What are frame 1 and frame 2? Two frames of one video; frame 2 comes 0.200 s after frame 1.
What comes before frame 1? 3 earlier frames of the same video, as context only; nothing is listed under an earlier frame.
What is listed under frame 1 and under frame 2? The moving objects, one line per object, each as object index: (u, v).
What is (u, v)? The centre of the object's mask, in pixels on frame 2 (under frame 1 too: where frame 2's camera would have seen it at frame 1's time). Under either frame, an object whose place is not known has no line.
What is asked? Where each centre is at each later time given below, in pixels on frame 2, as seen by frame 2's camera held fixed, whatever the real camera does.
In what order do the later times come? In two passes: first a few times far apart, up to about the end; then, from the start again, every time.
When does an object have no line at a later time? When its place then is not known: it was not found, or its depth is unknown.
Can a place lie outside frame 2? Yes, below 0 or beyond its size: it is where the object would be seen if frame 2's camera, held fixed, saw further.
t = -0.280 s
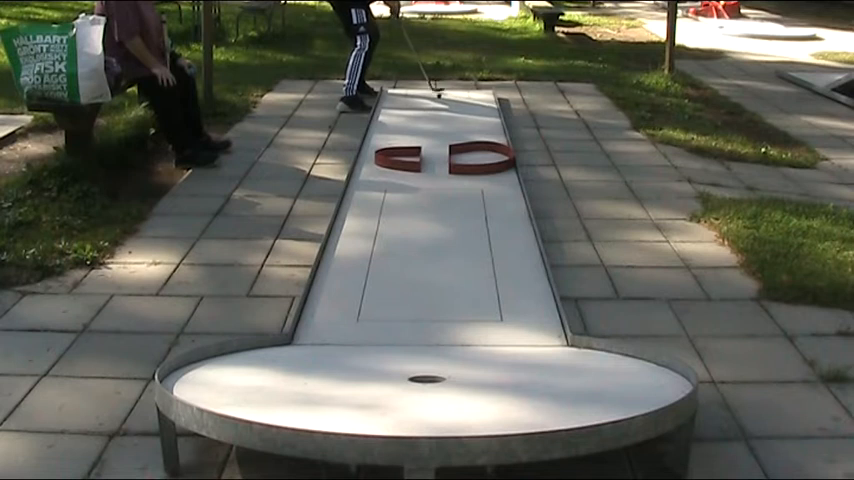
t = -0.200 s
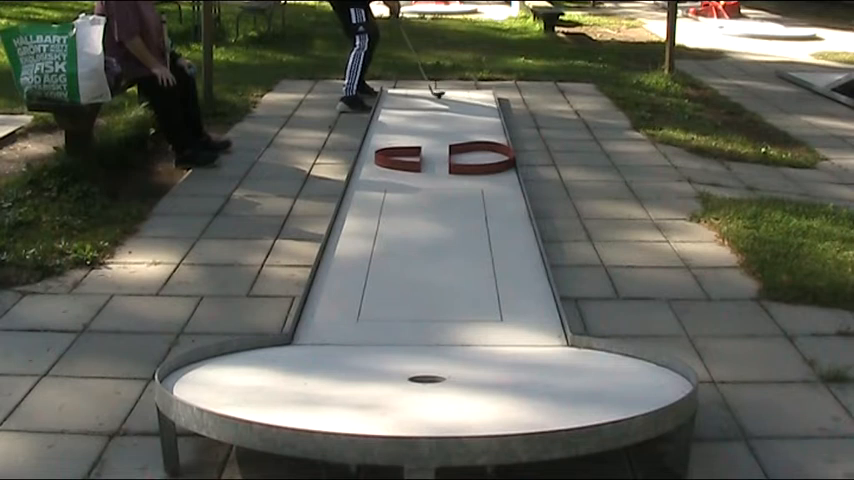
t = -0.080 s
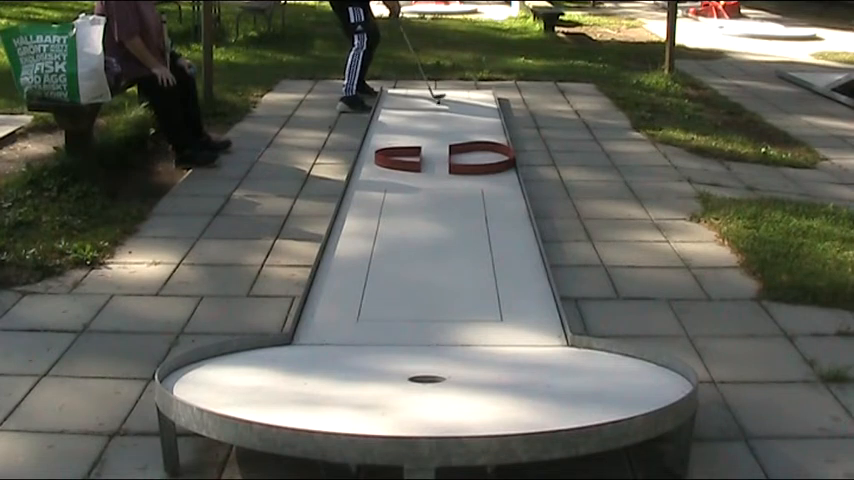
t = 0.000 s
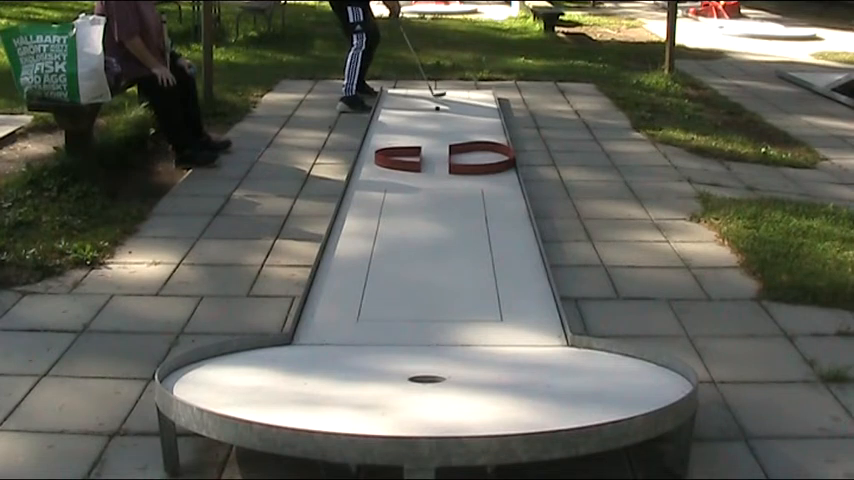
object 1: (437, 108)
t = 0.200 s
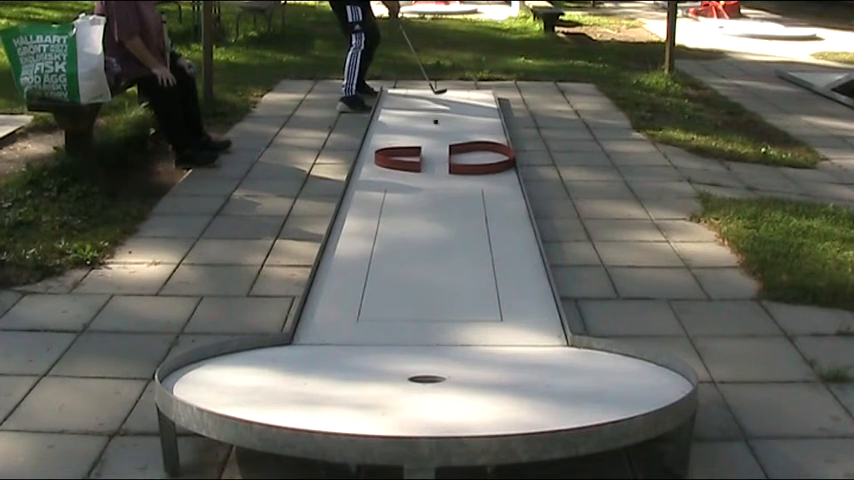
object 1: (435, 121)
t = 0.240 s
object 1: (435, 123)
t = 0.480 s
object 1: (432, 141)
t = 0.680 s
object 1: (429, 158)
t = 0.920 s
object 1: (426, 181)
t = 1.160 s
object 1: (422, 207)
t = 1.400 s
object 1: (417, 239)
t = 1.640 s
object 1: (412, 277)
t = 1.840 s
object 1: (407, 316)
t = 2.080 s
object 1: (400, 351)
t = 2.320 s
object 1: (393, 372)
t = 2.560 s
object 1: (388, 389)
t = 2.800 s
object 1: (386, 399)
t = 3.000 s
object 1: (386, 399)
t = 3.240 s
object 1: (388, 392)
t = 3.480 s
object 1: (392, 377)
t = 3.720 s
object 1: (398, 359)
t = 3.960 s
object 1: (404, 340)
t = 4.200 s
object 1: (410, 297)
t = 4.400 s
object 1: (415, 268)
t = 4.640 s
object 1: (419, 239)
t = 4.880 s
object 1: (423, 216)
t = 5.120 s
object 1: (426, 196)
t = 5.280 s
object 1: (427, 185)
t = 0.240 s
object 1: (435, 123)
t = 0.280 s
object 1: (434, 127)
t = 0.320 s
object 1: (434, 129)
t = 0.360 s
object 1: (433, 132)
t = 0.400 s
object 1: (433, 135)
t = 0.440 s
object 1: (432, 137)
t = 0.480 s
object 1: (432, 141)
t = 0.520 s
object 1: (432, 144)
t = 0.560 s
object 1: (431, 147)
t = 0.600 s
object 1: (431, 151)
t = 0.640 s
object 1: (430, 154)
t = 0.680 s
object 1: (429, 158)
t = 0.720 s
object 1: (429, 161)
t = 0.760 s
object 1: (428, 165)
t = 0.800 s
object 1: (428, 169)
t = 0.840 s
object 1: (427, 172)
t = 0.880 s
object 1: (427, 176)
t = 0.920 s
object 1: (426, 181)
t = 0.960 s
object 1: (425, 184)
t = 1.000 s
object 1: (425, 188)
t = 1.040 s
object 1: (424, 193)
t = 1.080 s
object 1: (424, 198)
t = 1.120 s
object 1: (423, 202)
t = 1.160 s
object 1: (422, 207)
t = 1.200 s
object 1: (421, 212)
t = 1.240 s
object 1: (421, 217)
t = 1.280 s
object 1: (420, 222)
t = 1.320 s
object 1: (419, 227)
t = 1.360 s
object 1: (418, 233)
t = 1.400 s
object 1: (417, 239)
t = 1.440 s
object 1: (417, 245)
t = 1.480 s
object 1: (415, 251)
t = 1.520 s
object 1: (415, 257)
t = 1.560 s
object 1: (414, 263)
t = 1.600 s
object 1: (413, 270)
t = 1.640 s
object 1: (412, 277)
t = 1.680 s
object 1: (411, 284)
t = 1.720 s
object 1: (410, 291)
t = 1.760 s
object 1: (409, 299)
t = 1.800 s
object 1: (408, 307)
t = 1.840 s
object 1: (407, 316)
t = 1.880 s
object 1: (406, 324)
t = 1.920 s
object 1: (404, 333)
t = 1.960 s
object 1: (403, 340)
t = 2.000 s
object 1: (402, 344)
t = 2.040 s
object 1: (401, 348)
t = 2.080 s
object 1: (400, 351)
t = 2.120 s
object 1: (399, 355)
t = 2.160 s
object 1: (397, 358)
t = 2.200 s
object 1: (396, 362)
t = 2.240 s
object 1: (395, 365)
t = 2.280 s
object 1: (394, 369)
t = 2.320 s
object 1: (393, 372)
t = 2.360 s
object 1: (392, 375)
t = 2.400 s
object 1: (392, 378)
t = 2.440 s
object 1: (391, 381)
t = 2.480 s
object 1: (390, 384)
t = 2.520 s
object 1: (389, 387)
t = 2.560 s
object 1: (388, 389)
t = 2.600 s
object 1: (388, 391)
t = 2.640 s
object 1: (387, 393)
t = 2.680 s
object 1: (387, 395)
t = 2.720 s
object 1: (387, 396)
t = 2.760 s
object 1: (386, 398)
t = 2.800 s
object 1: (386, 399)
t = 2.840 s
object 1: (386, 399)
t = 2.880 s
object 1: (386, 400)
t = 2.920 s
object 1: (386, 400)
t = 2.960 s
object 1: (386, 400)
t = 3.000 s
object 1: (386, 399)
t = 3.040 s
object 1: (386, 399)
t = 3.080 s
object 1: (386, 398)
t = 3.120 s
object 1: (387, 396)
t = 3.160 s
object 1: (387, 395)
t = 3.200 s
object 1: (388, 394)
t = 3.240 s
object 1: (388, 392)
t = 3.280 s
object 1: (389, 390)
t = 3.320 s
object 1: (389, 388)
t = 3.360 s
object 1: (390, 385)
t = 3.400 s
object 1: (391, 383)
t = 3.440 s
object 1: (392, 380)
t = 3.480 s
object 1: (392, 377)
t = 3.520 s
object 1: (393, 375)
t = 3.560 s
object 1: (394, 372)
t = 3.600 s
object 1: (395, 369)
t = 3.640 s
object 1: (396, 365)
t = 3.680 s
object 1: (397, 362)
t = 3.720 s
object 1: (398, 359)
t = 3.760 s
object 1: (399, 356)
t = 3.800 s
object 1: (400, 352)
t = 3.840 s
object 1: (401, 349)
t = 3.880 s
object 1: (402, 346)
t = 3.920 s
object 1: (403, 343)
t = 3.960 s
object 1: (404, 340)
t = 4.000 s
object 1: (405, 332)
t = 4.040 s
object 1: (406, 324)
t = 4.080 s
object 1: (408, 317)
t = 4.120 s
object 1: (409, 310)
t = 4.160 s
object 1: (410, 303)
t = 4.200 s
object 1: (410, 297)
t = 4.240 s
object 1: (411, 290)
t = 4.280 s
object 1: (412, 284)
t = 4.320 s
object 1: (413, 279)
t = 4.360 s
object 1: (414, 273)
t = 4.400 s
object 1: (415, 268)
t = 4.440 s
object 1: (415, 263)
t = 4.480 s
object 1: (416, 258)
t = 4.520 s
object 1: (417, 253)
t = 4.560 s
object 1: (418, 248)
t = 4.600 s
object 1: (419, 243)
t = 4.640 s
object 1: (419, 239)
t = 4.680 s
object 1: (420, 235)
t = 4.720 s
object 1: (421, 231)
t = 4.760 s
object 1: (421, 227)
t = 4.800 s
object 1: (422, 223)
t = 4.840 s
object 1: (422, 219)
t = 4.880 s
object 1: (423, 216)
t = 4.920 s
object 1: (424, 212)
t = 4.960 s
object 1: (424, 209)
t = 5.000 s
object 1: (425, 205)
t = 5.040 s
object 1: (425, 202)
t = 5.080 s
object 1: (426, 199)
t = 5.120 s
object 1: (426, 196)
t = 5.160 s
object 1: (426, 193)
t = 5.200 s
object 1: (427, 190)
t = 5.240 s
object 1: (427, 187)
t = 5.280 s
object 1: (427, 185)
